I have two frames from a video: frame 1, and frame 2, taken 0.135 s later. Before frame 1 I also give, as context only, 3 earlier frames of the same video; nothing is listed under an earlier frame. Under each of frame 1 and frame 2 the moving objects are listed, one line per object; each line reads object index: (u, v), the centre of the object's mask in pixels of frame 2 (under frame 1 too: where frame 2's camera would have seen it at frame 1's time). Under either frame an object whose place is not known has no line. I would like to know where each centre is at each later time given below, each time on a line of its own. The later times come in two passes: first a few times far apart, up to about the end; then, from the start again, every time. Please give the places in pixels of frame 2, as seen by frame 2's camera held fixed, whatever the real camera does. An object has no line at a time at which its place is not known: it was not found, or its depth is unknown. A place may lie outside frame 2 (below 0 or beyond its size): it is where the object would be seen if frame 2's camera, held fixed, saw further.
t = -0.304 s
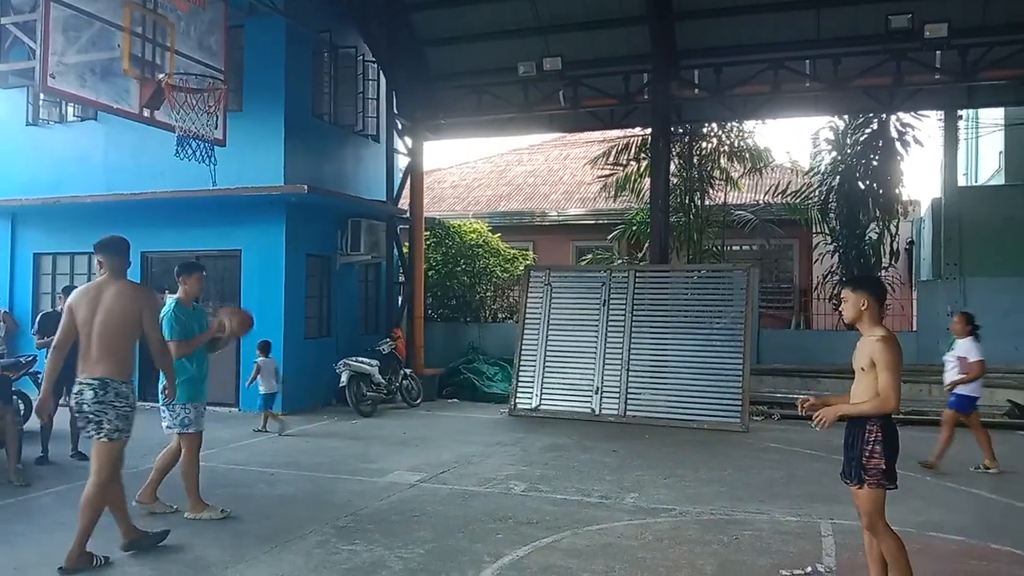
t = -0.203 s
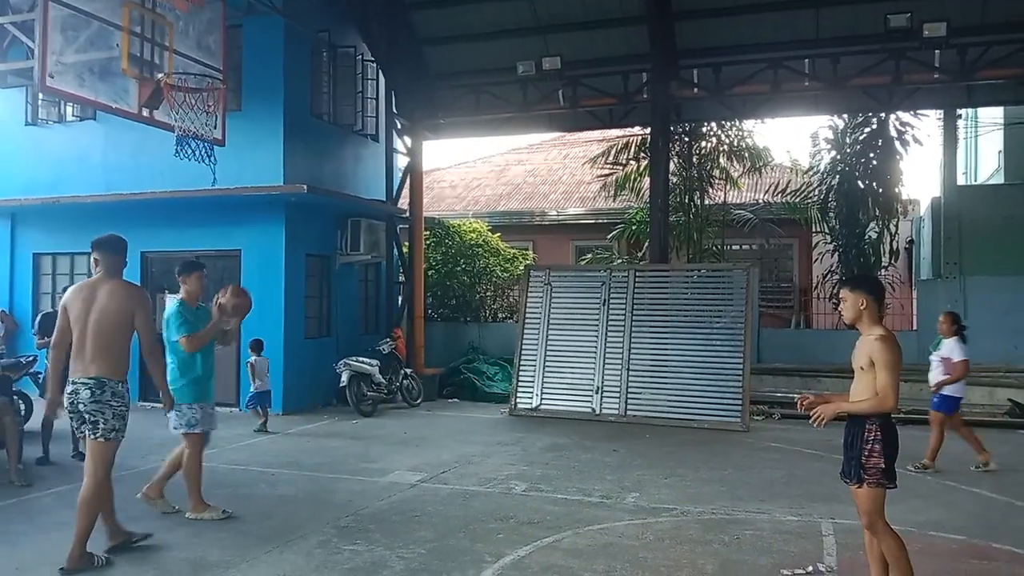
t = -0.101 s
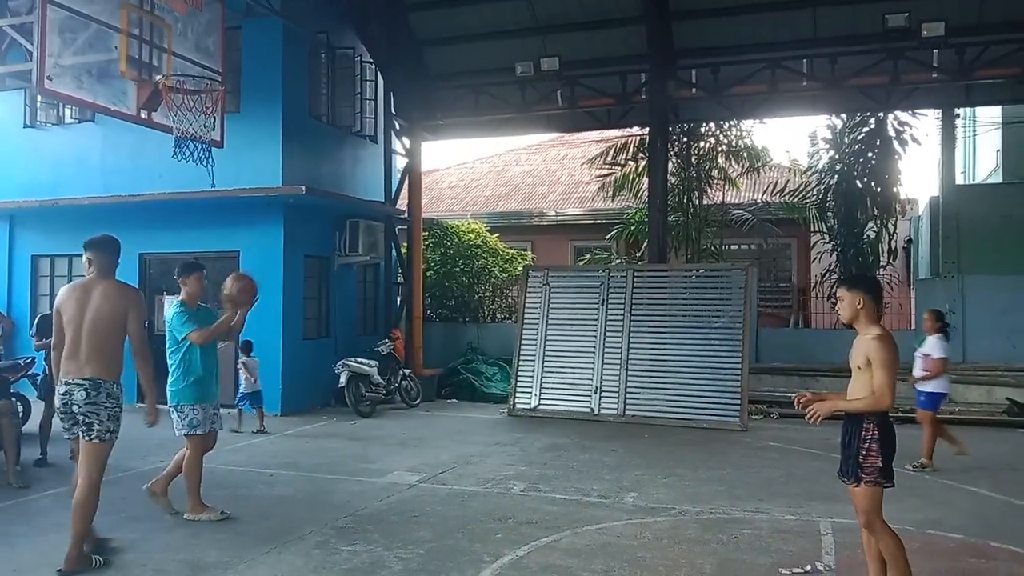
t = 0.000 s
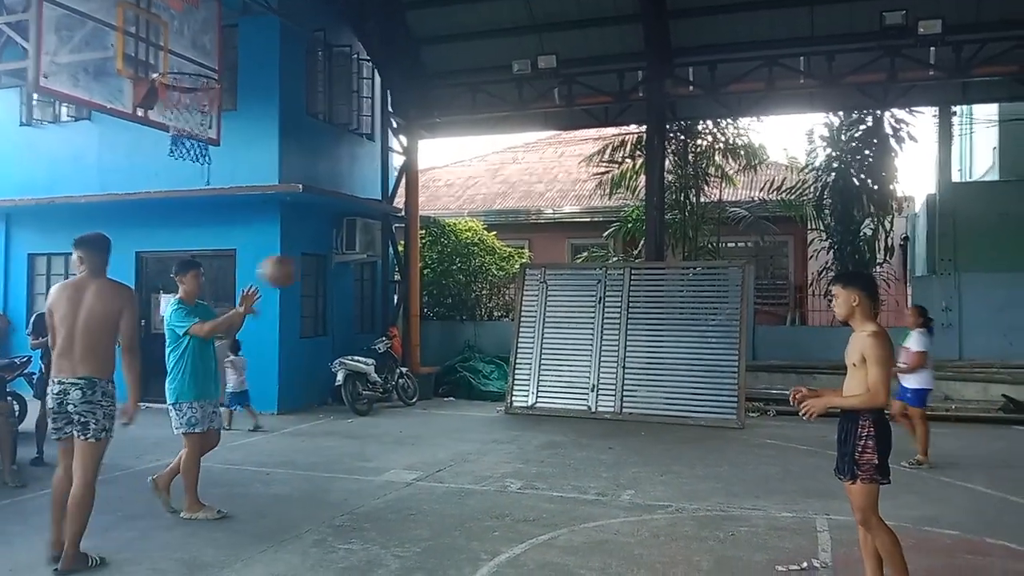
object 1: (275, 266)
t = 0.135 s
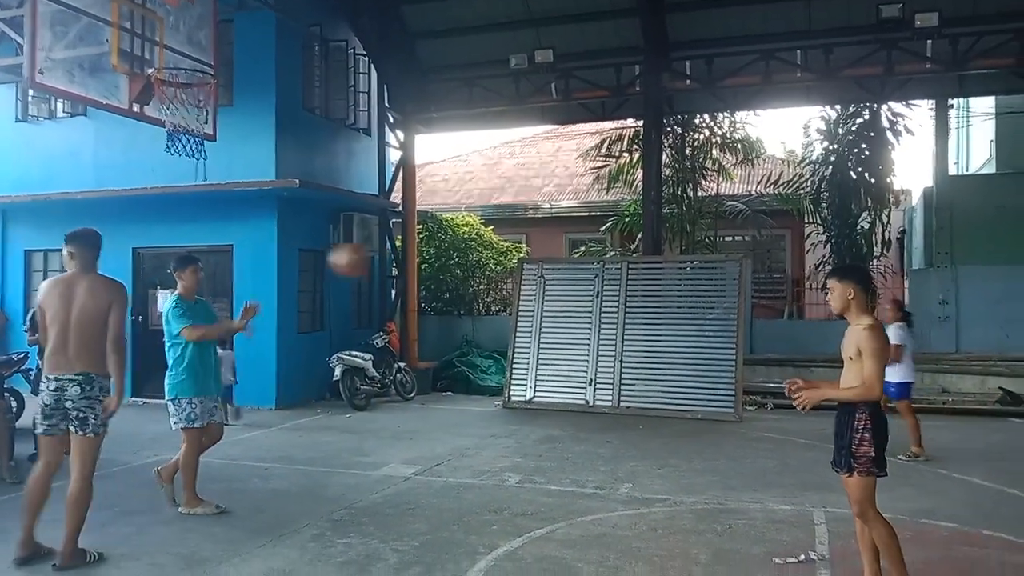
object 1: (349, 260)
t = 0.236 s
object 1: (409, 273)
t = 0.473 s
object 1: (563, 370)
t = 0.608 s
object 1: (666, 481)
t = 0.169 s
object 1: (367, 263)
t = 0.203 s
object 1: (387, 267)
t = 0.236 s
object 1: (409, 273)
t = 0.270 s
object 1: (430, 281)
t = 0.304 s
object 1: (450, 291)
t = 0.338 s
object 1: (470, 302)
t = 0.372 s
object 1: (493, 317)
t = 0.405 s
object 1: (512, 331)
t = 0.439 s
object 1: (541, 351)
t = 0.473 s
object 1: (563, 370)
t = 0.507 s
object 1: (590, 398)
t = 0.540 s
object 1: (611, 423)
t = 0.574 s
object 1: (639, 450)
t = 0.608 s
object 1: (666, 481)
